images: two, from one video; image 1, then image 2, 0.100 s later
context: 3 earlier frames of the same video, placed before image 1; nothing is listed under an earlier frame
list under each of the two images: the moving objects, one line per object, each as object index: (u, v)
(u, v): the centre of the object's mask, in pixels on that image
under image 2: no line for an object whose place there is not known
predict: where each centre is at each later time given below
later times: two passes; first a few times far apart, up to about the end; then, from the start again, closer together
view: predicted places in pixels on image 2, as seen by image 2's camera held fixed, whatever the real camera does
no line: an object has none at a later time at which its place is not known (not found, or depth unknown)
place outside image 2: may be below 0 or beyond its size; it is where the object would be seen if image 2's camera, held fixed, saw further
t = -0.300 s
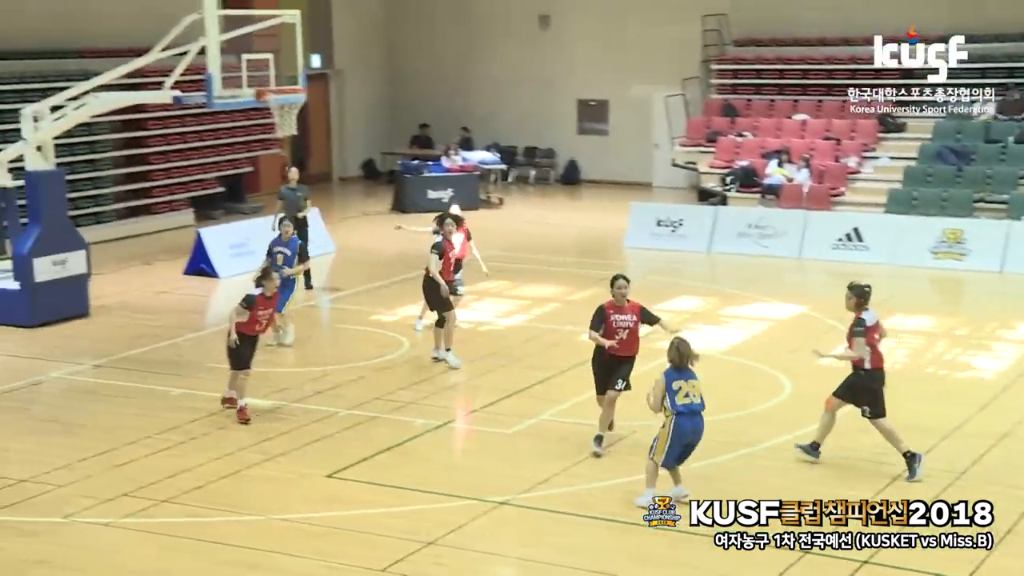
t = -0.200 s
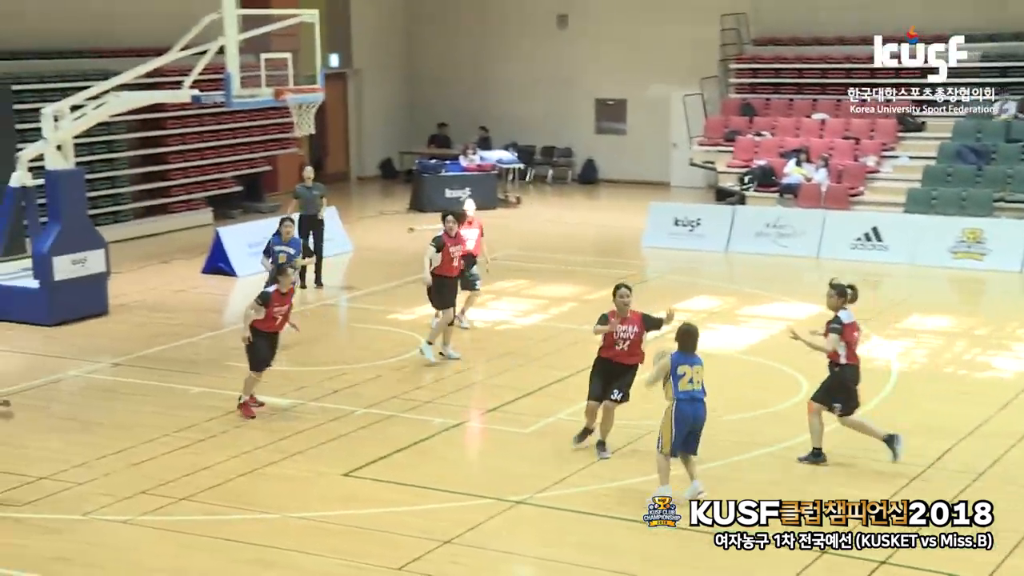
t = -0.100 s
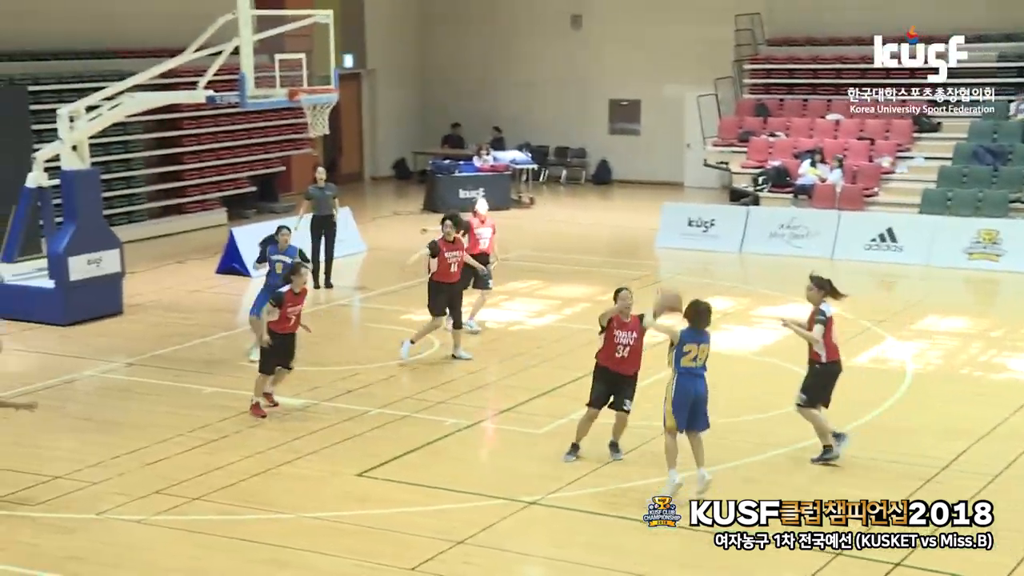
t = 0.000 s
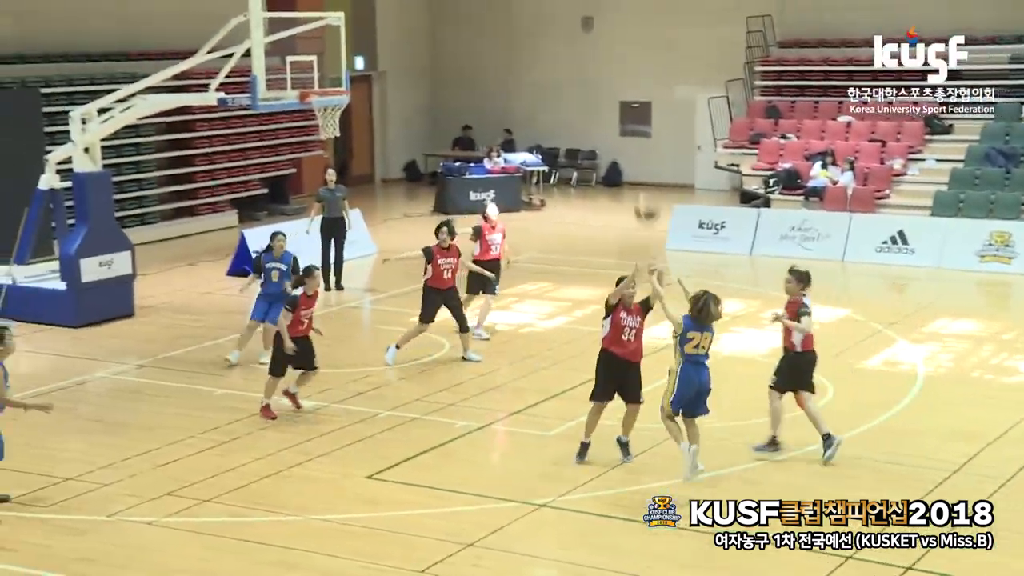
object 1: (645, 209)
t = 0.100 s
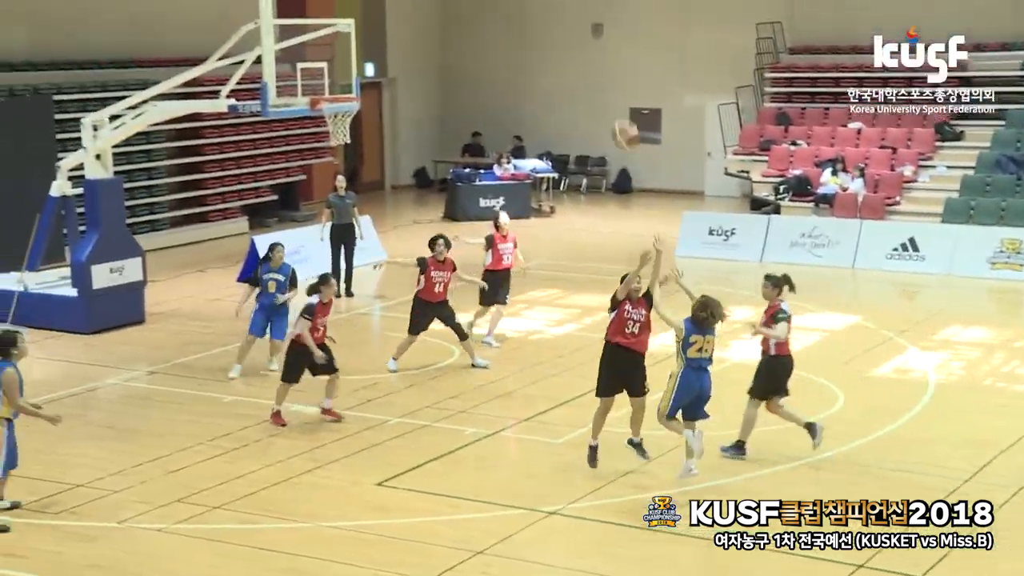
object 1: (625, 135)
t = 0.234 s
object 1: (586, 46)
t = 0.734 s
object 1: (463, -84)
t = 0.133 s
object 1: (614, 110)
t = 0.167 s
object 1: (605, 85)
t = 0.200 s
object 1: (595, 64)
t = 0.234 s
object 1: (586, 46)
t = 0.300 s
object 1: (567, 13)
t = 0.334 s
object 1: (558, -2)
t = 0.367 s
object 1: (550, -16)
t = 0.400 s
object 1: (542, -27)
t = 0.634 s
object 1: (487, -76)
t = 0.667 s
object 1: (478, -81)
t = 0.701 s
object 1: (471, -83)
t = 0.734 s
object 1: (463, -84)
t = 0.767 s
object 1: (456, -84)
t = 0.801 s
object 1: (449, -83)
